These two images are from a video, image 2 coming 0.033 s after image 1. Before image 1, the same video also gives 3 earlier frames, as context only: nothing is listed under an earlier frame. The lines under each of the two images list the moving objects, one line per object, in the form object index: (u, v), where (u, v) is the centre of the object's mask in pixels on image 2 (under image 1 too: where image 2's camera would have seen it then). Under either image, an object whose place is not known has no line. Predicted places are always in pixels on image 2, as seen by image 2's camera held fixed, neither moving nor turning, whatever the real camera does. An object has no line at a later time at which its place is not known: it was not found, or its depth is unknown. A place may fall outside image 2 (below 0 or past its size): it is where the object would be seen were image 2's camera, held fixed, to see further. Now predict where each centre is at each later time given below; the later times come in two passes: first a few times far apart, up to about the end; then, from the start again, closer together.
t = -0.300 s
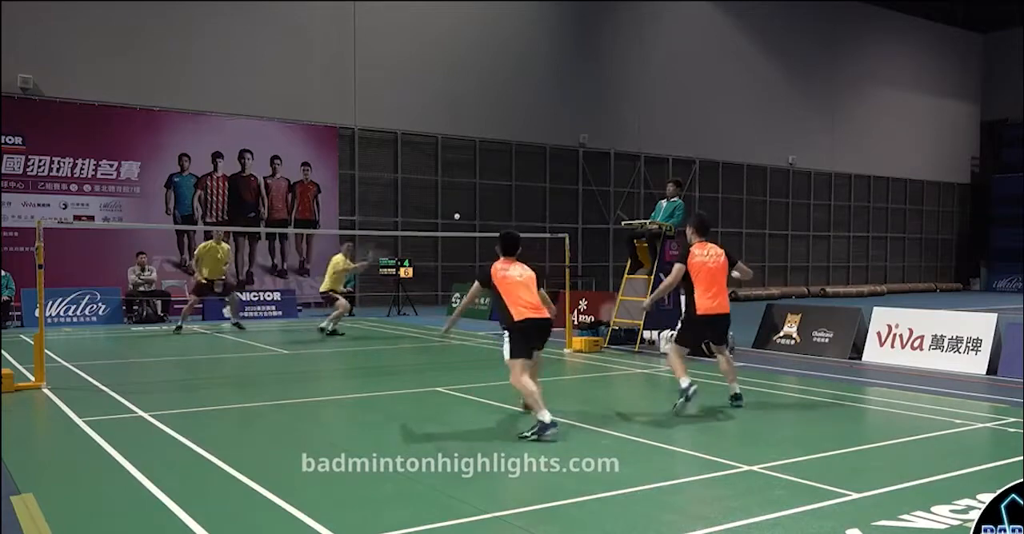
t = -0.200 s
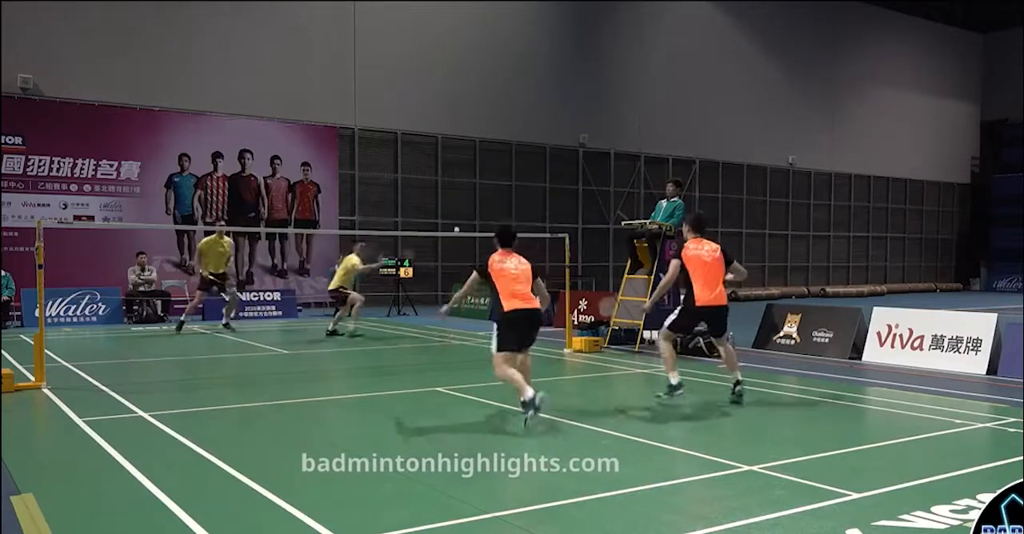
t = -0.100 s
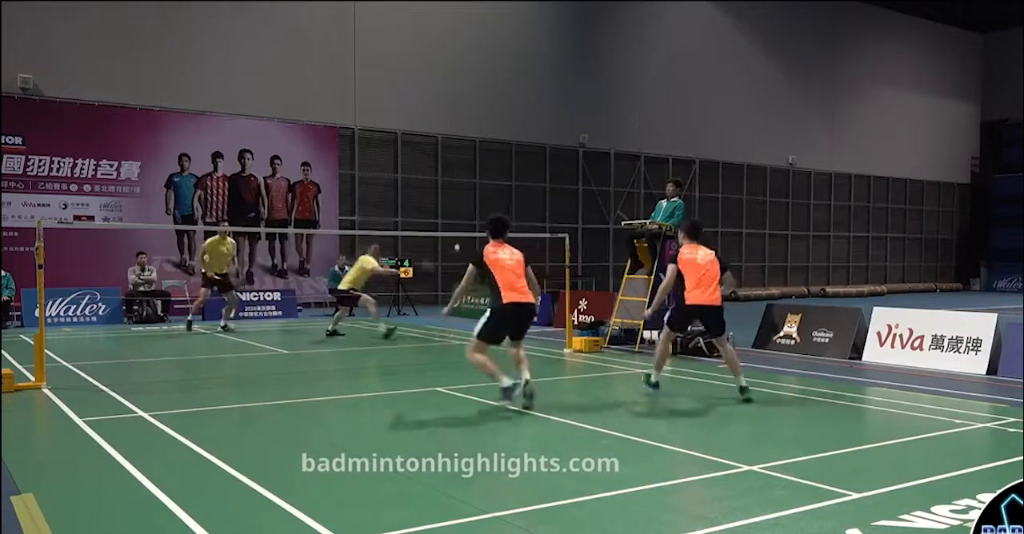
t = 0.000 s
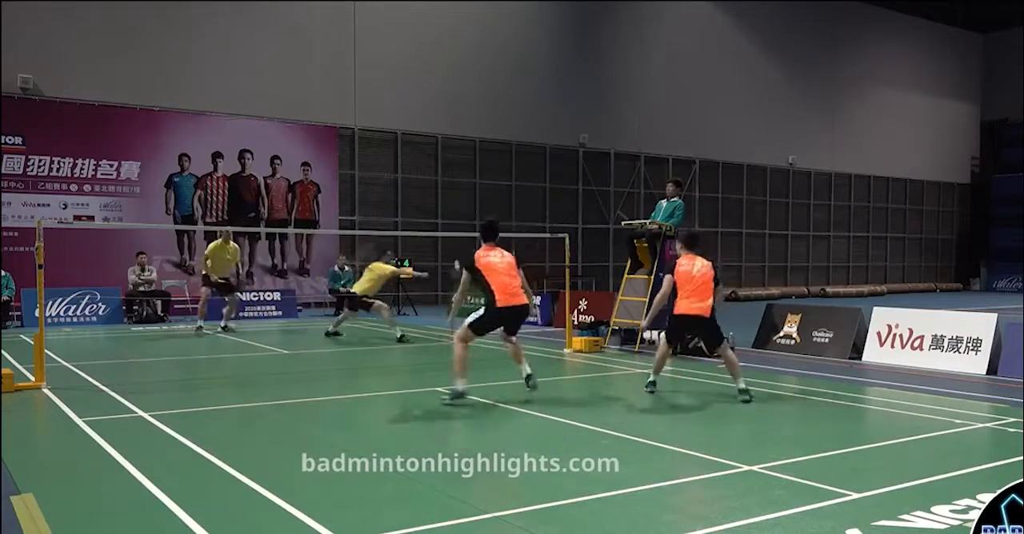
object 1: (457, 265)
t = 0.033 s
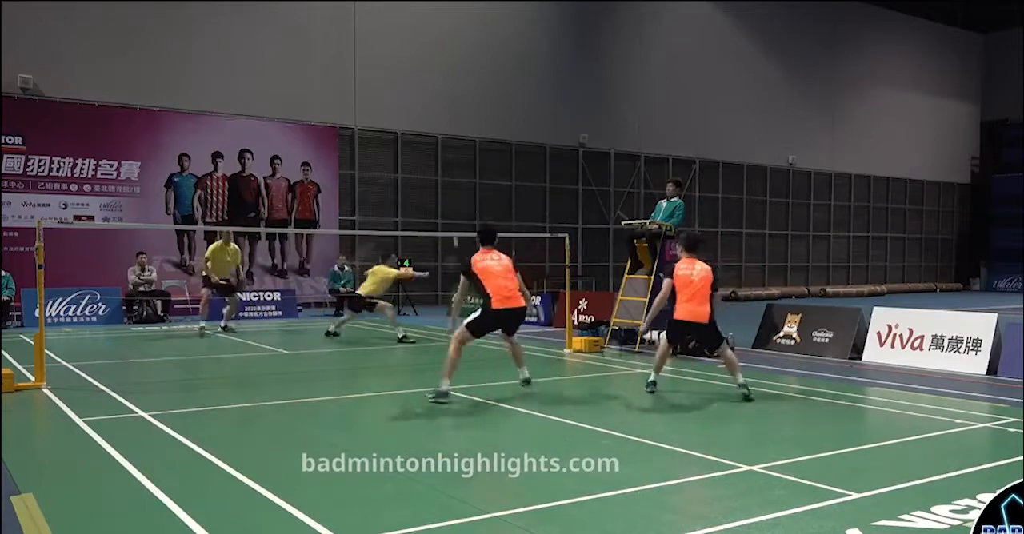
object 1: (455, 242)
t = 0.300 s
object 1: (440, 88)
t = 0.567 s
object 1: (421, 16)
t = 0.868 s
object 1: (392, 39)
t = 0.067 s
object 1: (452, 211)
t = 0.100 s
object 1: (451, 192)
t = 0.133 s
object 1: (450, 171)
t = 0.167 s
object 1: (448, 153)
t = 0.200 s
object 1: (446, 134)
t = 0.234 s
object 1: (444, 118)
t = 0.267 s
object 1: (441, 102)
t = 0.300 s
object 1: (440, 88)
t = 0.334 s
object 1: (437, 75)
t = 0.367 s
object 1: (436, 64)
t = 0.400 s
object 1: (434, 53)
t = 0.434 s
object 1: (431, 43)
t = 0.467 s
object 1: (429, 35)
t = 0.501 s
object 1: (426, 27)
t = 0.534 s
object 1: (424, 21)
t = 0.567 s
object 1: (421, 16)
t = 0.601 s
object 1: (419, 13)
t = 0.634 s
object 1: (416, 11)
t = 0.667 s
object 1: (413, 10)
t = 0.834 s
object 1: (396, 30)
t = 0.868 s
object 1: (392, 39)
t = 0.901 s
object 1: (388, 50)
